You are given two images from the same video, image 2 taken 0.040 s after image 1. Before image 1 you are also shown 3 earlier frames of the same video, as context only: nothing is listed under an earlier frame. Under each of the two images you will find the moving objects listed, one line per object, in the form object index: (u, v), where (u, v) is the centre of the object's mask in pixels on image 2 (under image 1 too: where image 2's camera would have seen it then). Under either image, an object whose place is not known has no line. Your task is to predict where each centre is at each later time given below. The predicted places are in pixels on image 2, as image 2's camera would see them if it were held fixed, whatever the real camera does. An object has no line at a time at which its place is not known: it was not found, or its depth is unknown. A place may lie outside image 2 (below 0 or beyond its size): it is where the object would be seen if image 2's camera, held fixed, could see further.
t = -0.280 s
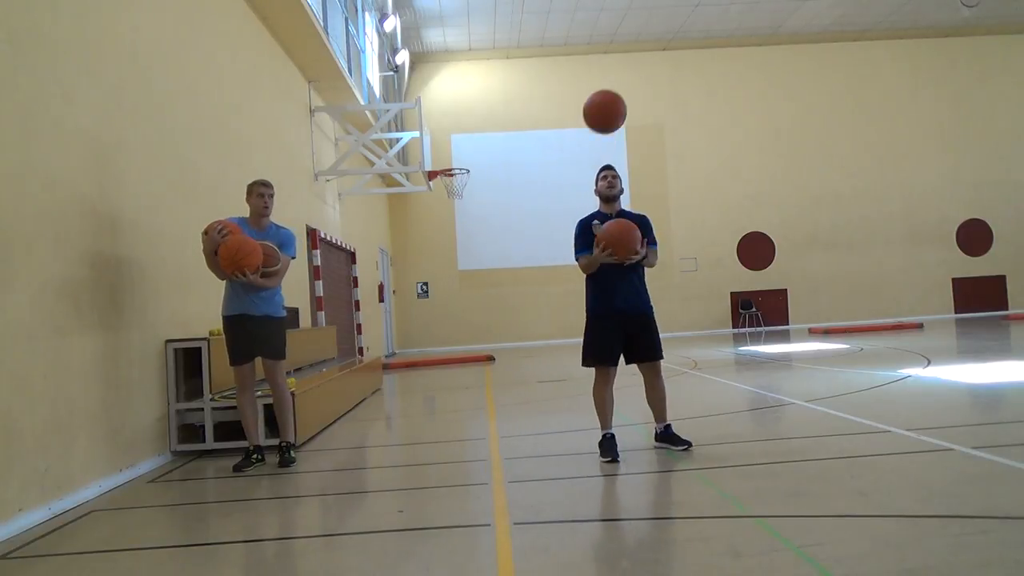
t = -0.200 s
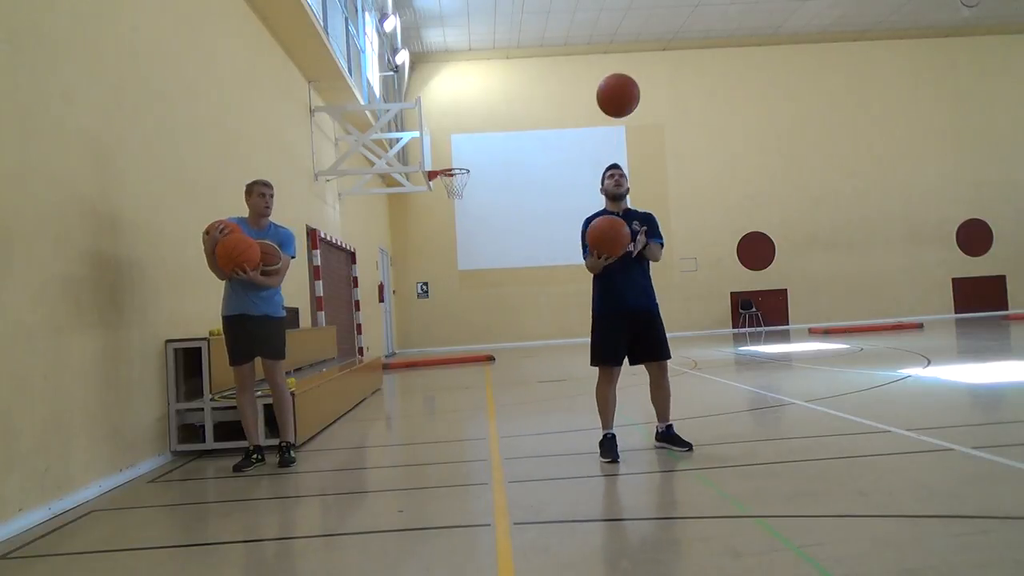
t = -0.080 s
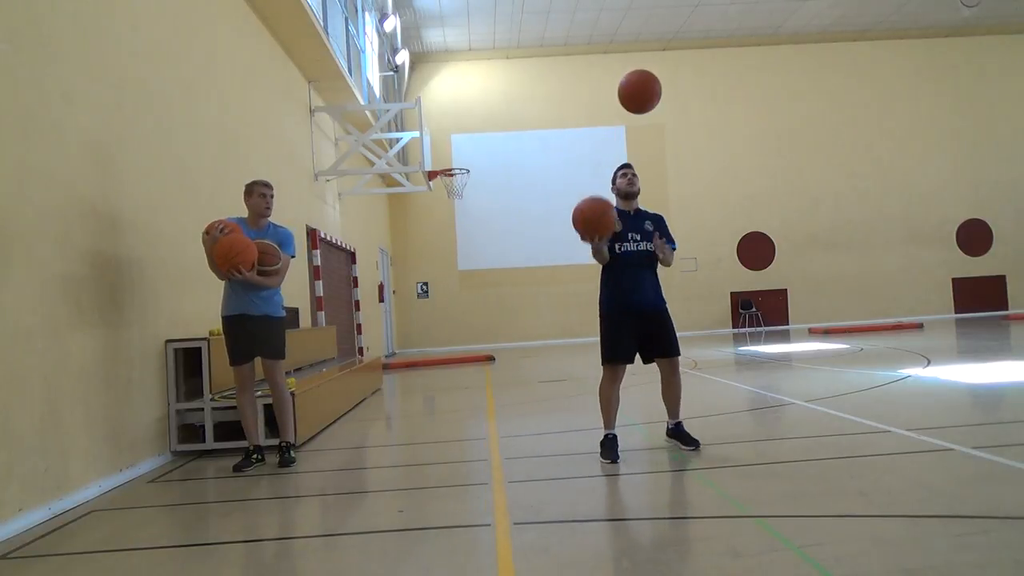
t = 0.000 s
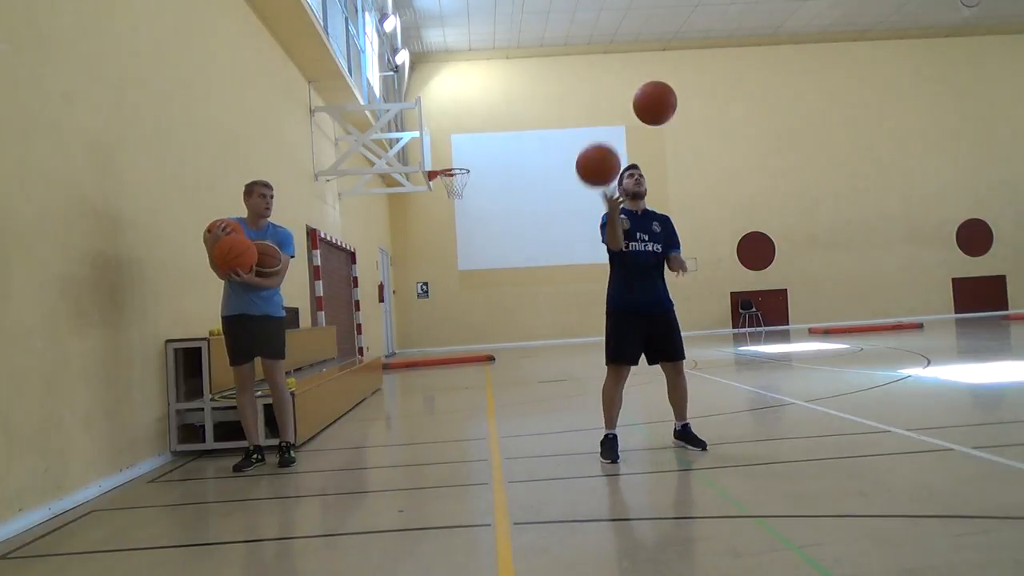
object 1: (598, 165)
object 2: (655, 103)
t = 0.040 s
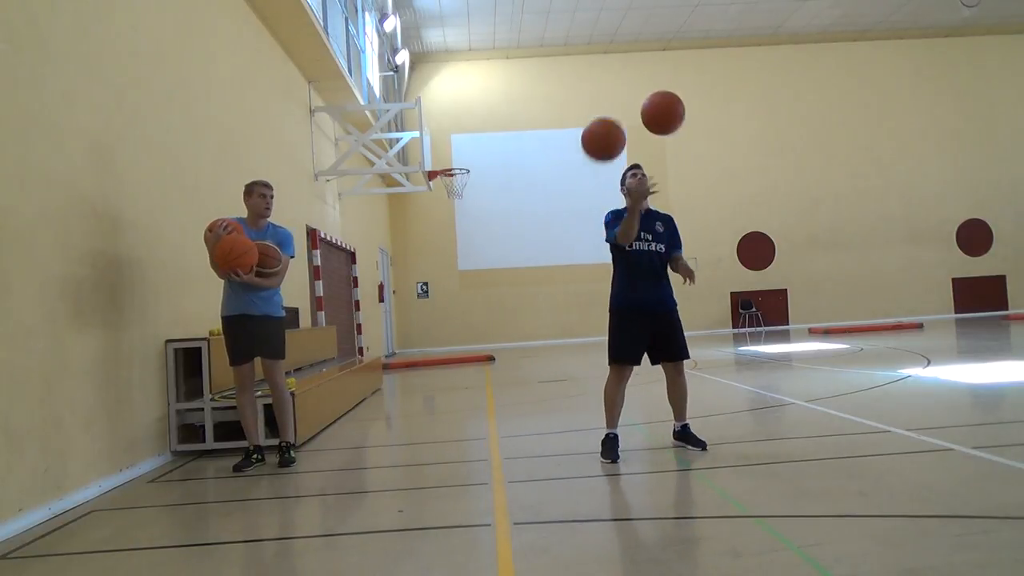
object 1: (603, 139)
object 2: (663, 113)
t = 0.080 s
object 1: (609, 116)
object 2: (671, 125)
